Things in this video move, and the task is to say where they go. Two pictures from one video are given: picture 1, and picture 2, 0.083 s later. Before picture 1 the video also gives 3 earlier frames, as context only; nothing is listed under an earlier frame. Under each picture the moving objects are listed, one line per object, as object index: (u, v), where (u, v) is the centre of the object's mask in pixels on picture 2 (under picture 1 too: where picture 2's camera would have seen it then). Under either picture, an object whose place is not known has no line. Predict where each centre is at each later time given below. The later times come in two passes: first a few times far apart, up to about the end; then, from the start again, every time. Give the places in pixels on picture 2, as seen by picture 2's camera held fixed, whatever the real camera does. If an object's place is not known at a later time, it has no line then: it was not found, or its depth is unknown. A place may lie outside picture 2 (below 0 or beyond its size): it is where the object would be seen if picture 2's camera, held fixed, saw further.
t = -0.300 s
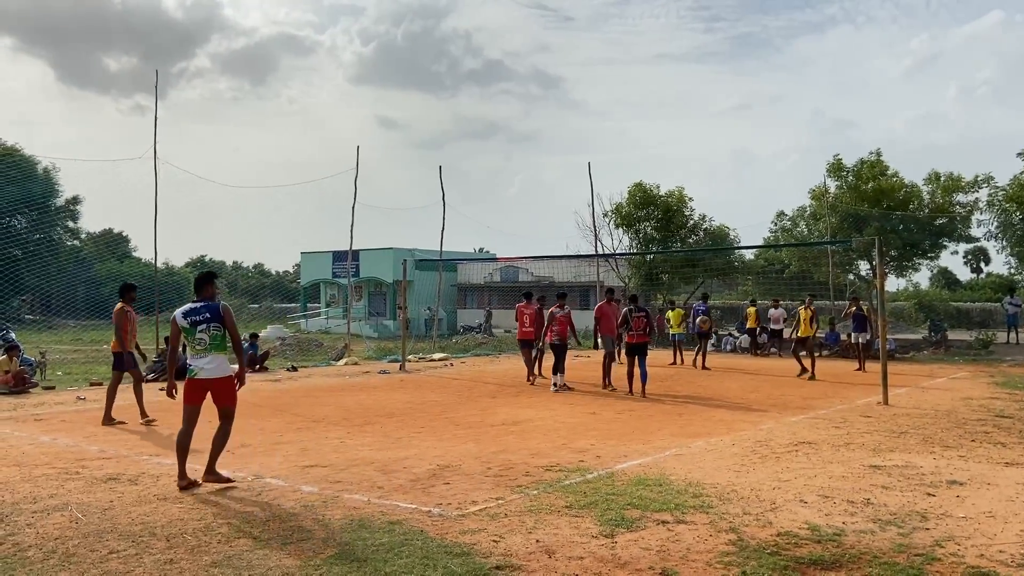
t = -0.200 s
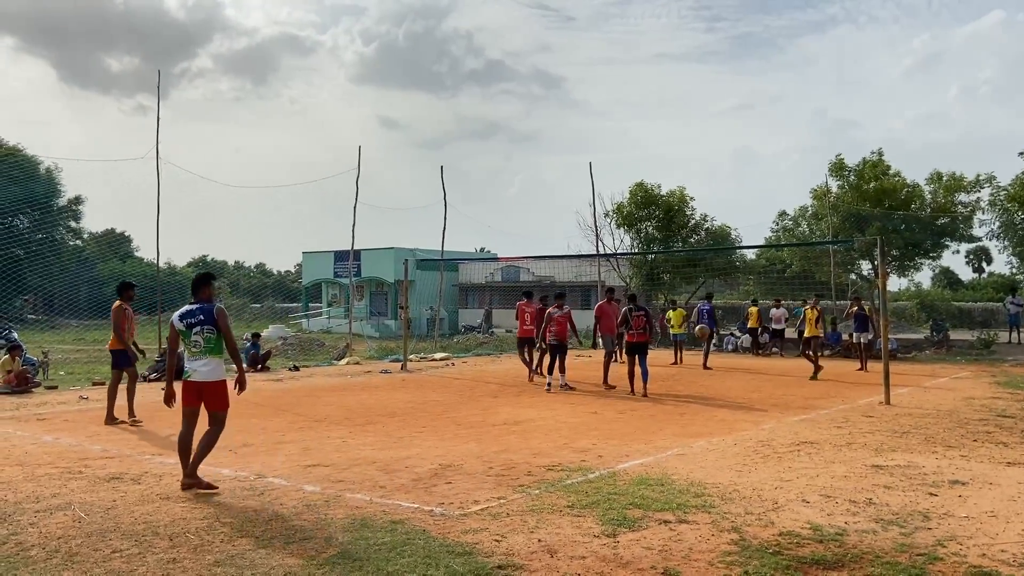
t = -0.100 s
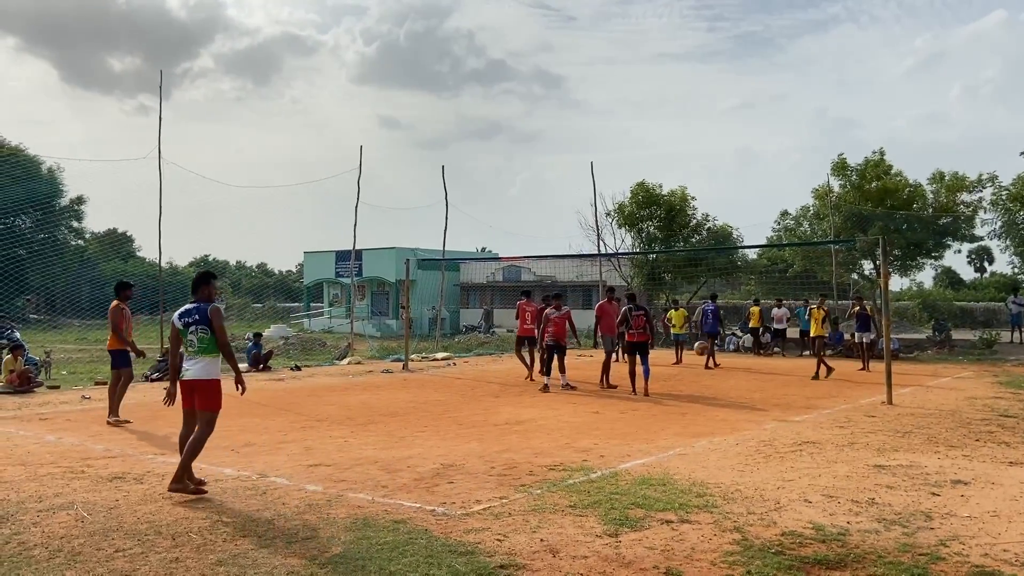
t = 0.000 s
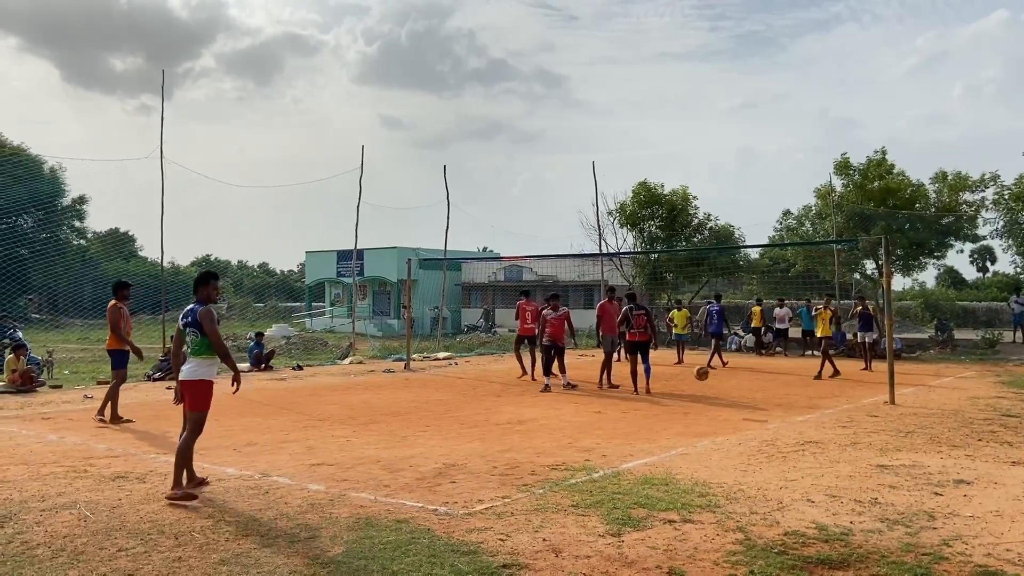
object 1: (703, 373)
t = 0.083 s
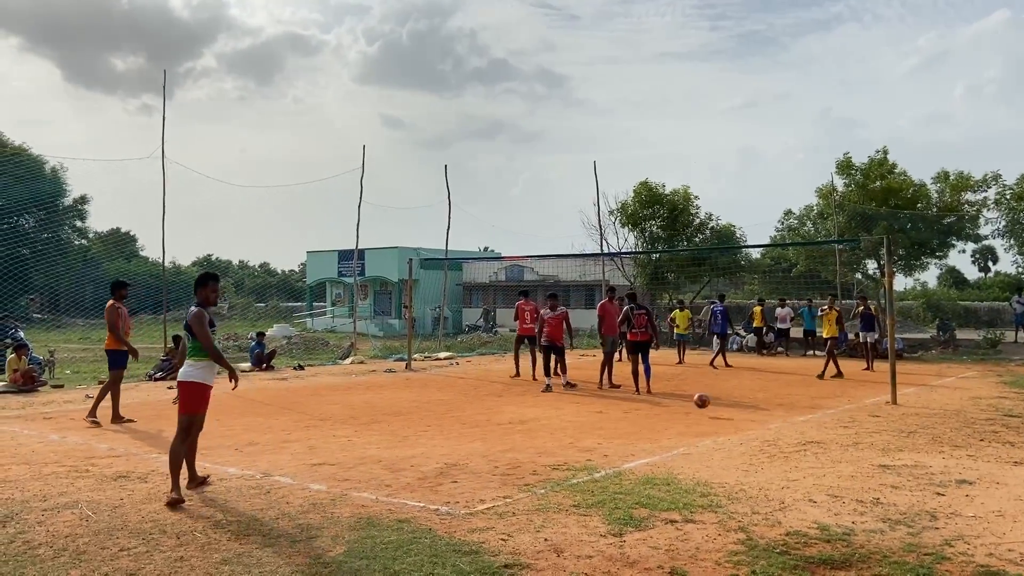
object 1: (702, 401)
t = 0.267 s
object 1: (695, 376)
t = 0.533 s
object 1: (684, 357)
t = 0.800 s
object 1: (676, 403)
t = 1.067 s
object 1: (666, 414)
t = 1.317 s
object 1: (656, 415)
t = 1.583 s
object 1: (646, 484)
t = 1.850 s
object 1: (631, 467)
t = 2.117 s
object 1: (616, 551)
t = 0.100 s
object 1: (701, 407)
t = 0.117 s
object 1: (701, 409)
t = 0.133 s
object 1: (700, 405)
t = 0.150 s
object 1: (699, 401)
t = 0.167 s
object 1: (698, 396)
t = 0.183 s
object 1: (698, 393)
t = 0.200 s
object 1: (697, 389)
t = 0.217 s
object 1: (697, 386)
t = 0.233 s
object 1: (696, 382)
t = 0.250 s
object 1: (695, 379)
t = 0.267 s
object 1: (695, 376)
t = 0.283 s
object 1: (694, 373)
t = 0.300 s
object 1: (693, 371)
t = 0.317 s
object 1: (693, 368)
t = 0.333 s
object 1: (692, 366)
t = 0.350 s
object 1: (691, 364)
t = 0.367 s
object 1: (691, 362)
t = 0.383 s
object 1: (690, 360)
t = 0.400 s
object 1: (689, 359)
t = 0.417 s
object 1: (689, 358)
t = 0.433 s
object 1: (688, 357)
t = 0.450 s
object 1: (687, 356)
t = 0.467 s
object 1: (686, 356)
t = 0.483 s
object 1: (686, 356)
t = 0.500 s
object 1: (686, 356)
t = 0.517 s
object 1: (685, 356)
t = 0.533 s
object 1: (684, 357)
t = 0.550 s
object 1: (684, 358)
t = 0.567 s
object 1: (683, 359)
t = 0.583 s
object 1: (683, 360)
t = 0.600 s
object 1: (682, 362)
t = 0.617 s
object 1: (681, 363)
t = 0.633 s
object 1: (681, 366)
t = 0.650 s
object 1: (680, 368)
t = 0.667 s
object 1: (680, 371)
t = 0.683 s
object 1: (679, 374)
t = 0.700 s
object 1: (679, 377)
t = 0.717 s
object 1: (678, 381)
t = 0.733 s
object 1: (678, 385)
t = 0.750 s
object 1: (677, 389)
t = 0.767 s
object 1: (677, 393)
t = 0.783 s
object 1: (676, 397)
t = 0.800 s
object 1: (676, 403)
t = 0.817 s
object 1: (675, 408)
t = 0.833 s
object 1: (675, 414)
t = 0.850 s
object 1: (675, 420)
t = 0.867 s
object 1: (674, 427)
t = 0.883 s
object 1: (674, 433)
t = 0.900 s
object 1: (673, 441)
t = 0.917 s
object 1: (673, 443)
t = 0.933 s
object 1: (672, 438)
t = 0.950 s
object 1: (671, 434)
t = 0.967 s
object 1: (671, 431)
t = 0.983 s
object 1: (670, 427)
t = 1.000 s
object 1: (669, 424)
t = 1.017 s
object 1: (669, 421)
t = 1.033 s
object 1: (667, 418)
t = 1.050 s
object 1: (667, 416)
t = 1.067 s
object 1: (666, 414)
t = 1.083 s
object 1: (665, 412)
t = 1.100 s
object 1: (665, 410)
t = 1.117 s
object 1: (664, 408)
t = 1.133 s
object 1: (663, 407)
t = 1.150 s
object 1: (663, 406)
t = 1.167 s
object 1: (662, 405)
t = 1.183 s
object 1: (661, 405)
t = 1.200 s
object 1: (661, 405)
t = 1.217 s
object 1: (660, 405)
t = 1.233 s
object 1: (659, 406)
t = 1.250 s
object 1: (658, 408)
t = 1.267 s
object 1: (658, 409)
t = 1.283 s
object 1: (657, 411)
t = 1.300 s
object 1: (656, 412)
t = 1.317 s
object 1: (656, 415)
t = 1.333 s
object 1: (655, 417)
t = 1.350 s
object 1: (654, 420)
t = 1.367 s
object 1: (654, 424)
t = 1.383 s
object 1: (653, 428)
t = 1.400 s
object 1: (652, 432)
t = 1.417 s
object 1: (652, 437)
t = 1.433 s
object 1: (651, 442)
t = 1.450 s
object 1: (650, 448)
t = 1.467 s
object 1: (650, 454)
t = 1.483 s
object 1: (649, 460)
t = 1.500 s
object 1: (648, 467)
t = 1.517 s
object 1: (648, 475)
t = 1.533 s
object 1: (647, 482)
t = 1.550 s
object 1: (647, 490)
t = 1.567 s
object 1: (646, 488)
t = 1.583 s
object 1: (646, 484)
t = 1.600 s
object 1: (644, 480)
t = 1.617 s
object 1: (644, 478)
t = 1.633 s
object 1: (643, 474)
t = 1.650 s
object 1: (642, 471)
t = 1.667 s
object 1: (641, 468)
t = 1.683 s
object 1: (640, 466)
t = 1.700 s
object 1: (639, 464)
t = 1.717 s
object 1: (638, 463)
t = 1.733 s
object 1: (638, 462)
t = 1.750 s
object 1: (637, 461)
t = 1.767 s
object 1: (636, 462)
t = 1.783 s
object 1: (635, 462)
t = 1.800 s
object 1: (634, 462)
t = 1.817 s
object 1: (633, 464)
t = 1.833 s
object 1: (632, 465)
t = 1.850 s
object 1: (631, 467)
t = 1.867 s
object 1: (630, 469)
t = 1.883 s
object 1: (630, 472)
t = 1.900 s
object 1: (629, 475)
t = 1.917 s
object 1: (628, 479)
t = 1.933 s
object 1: (627, 483)
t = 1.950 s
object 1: (626, 488)
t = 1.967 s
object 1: (625, 494)
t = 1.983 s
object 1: (624, 500)
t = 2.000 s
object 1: (623, 507)
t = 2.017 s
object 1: (622, 514)
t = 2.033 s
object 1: (622, 522)
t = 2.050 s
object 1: (621, 529)
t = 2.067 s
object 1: (620, 539)
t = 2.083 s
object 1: (619, 548)
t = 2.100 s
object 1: (618, 555)
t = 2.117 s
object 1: (616, 551)
